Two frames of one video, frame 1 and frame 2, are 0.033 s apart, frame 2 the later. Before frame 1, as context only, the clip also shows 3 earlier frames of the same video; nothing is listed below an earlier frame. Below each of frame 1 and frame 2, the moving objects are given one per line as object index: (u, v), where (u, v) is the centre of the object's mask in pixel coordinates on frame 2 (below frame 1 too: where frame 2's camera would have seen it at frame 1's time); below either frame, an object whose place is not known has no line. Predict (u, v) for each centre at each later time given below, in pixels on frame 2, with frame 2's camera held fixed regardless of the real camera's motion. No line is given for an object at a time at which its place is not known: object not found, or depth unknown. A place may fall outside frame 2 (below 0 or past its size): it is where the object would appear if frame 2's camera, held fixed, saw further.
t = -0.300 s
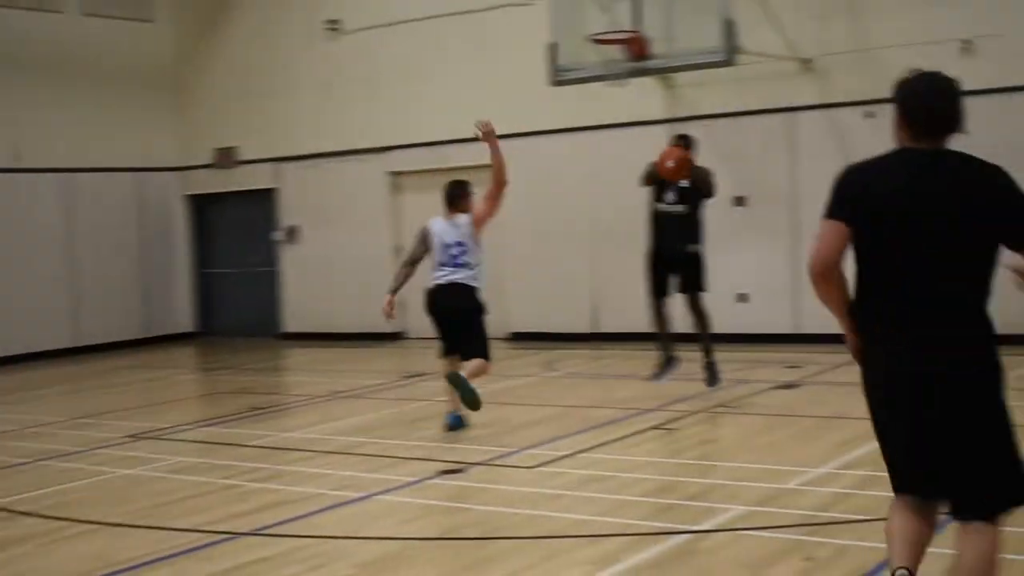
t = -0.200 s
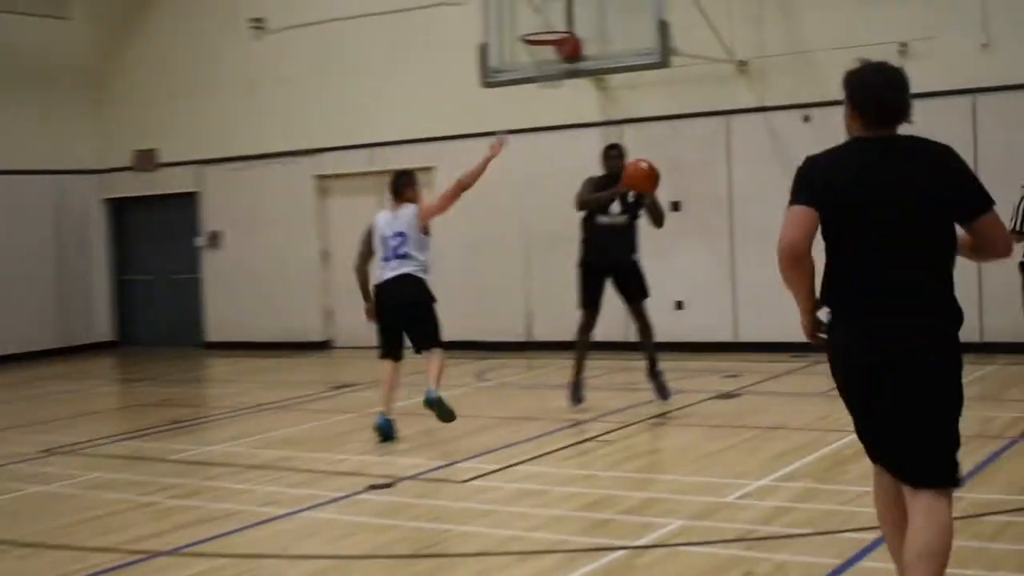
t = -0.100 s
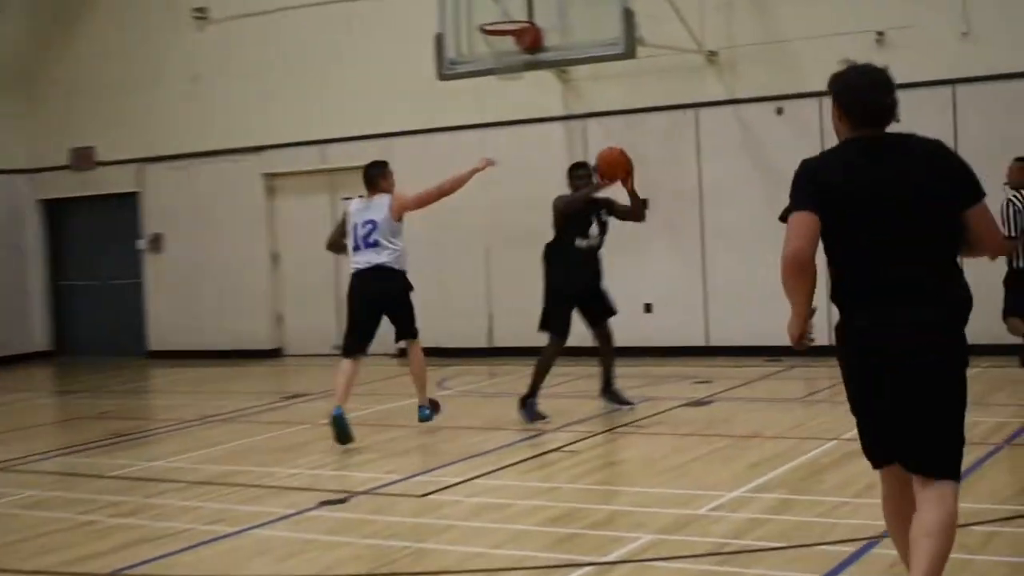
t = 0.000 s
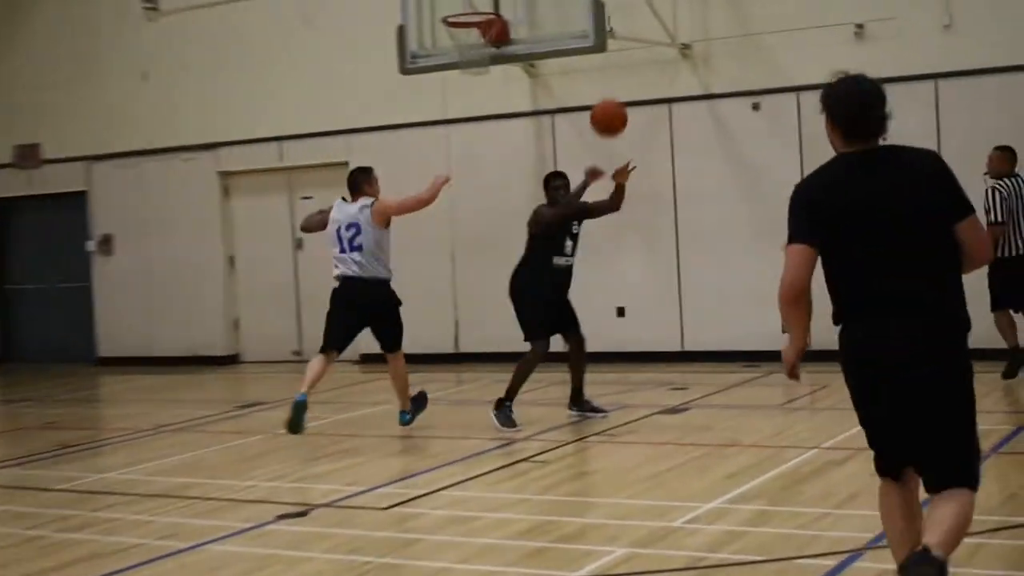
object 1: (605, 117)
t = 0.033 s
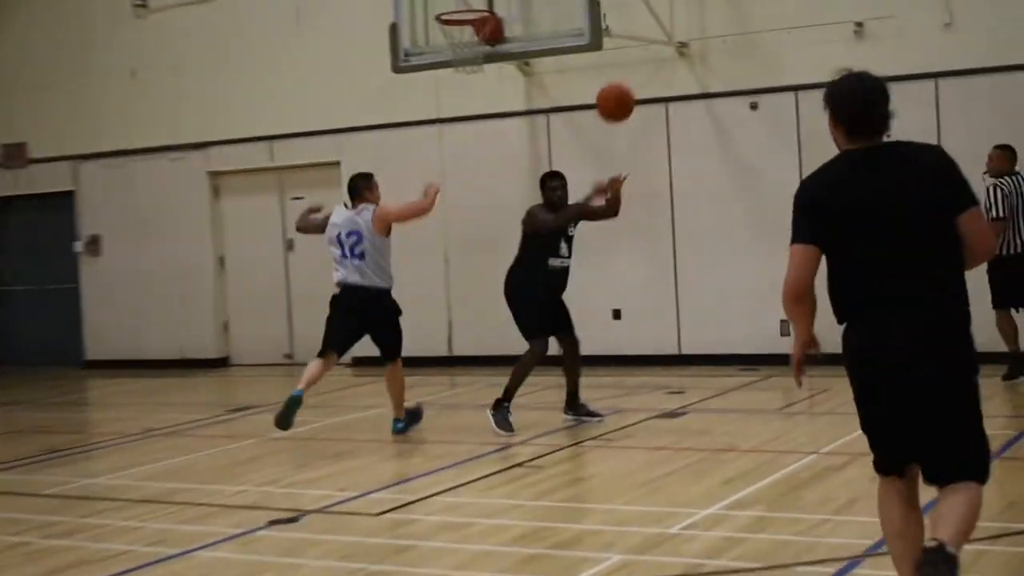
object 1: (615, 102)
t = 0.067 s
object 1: (626, 88)
